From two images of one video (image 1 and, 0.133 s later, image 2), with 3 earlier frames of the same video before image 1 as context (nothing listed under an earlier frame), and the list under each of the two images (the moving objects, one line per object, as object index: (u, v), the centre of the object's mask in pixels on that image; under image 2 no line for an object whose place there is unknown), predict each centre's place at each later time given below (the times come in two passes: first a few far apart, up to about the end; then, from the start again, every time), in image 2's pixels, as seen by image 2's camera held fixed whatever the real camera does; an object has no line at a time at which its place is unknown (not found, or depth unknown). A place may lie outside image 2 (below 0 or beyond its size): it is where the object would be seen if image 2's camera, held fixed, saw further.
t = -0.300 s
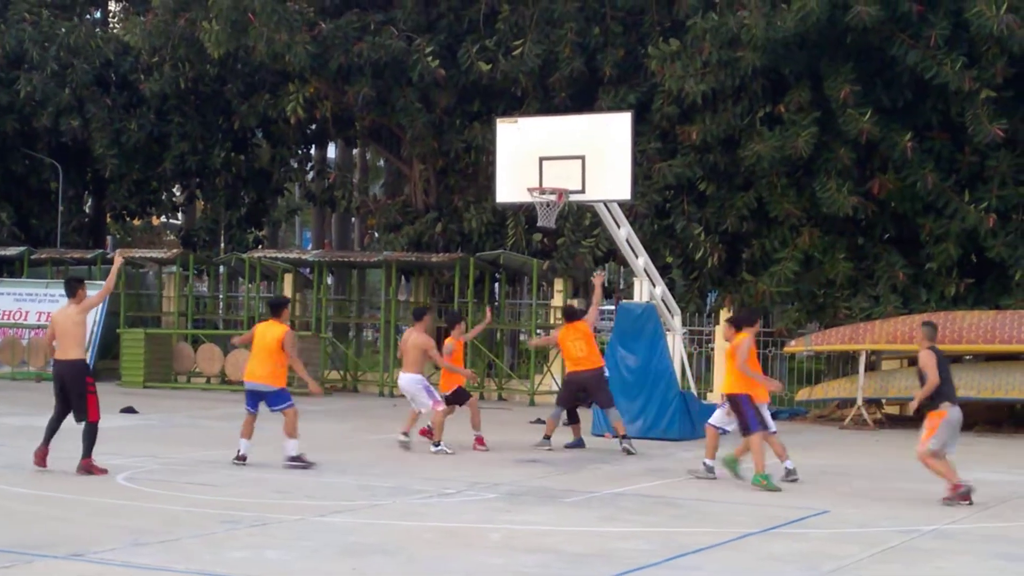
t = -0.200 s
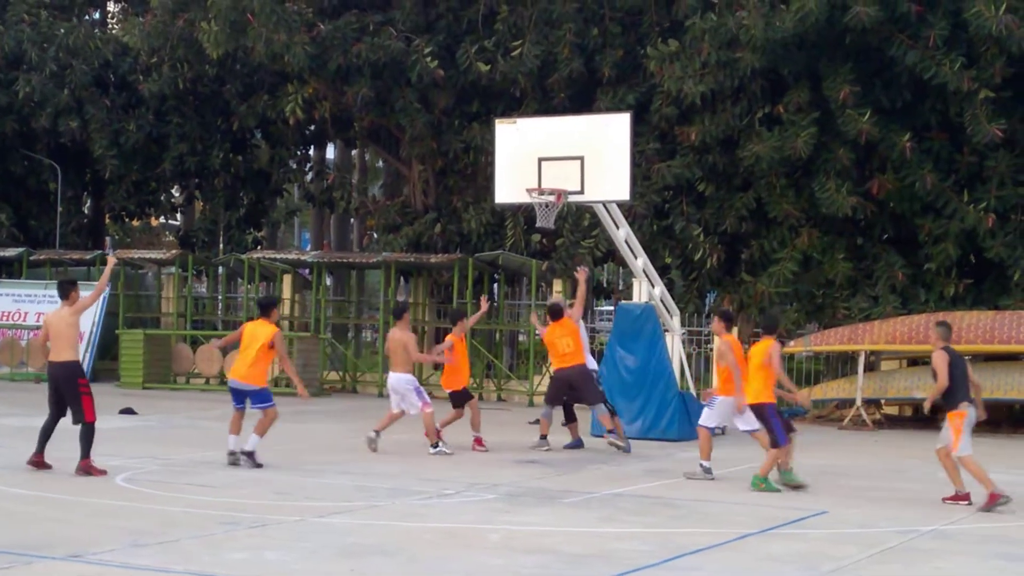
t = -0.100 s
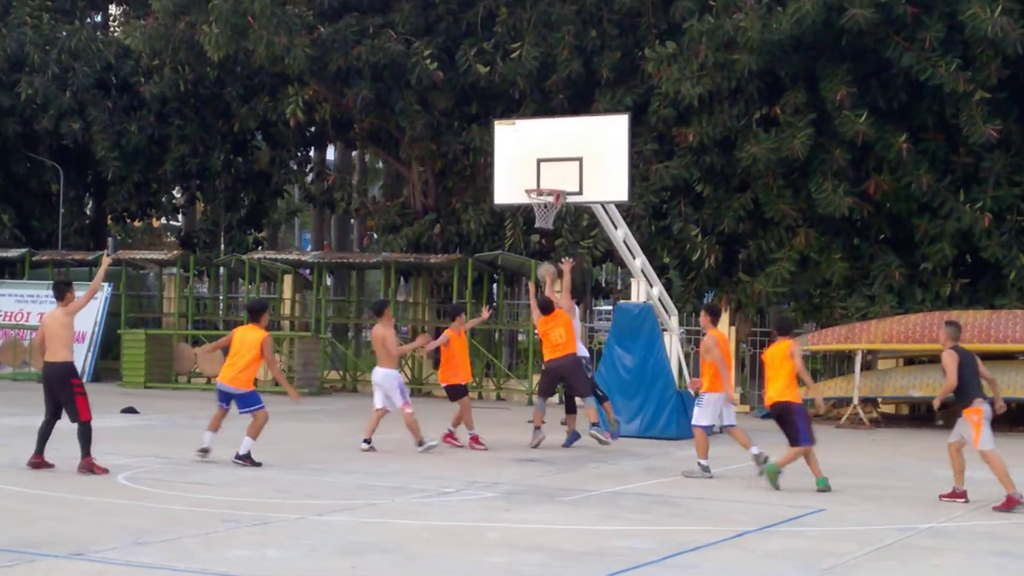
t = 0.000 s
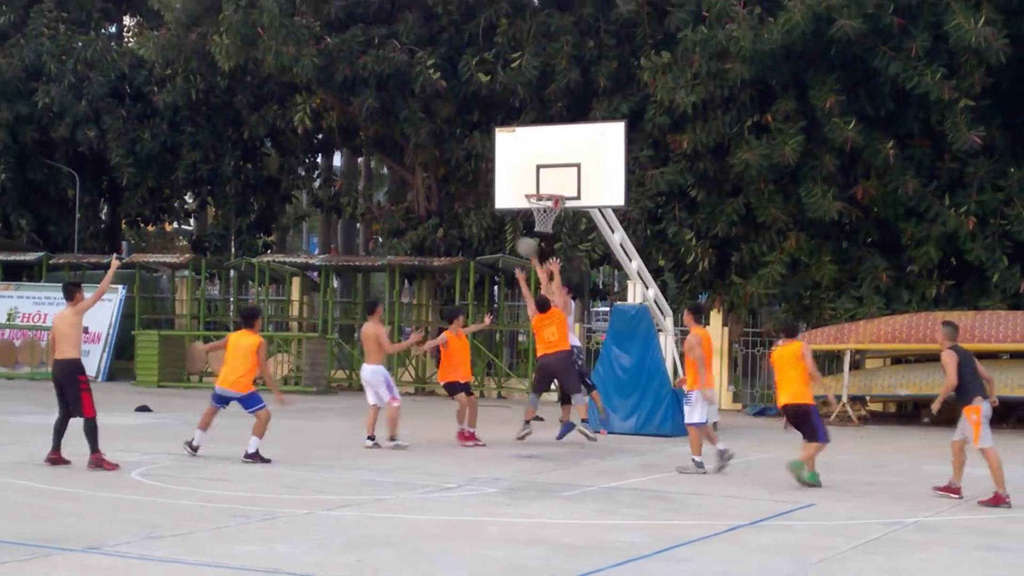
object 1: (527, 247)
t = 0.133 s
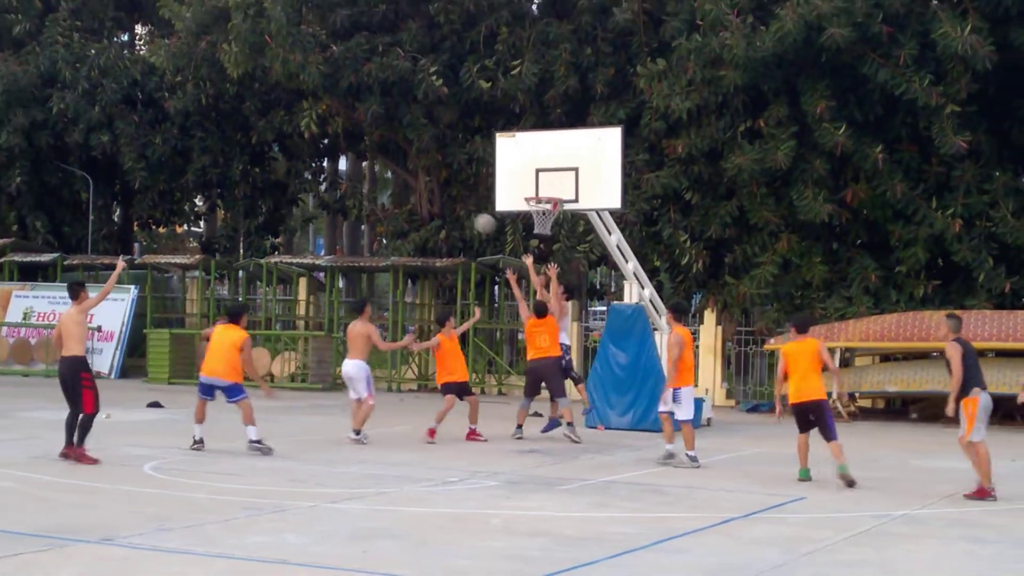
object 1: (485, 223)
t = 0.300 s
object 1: (432, 211)
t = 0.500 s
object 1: (365, 225)
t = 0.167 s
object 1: (474, 220)
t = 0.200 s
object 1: (464, 216)
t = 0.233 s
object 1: (453, 214)
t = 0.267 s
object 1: (443, 212)
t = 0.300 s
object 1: (432, 211)
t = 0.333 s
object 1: (421, 211)
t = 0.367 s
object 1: (410, 213)
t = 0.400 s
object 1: (399, 215)
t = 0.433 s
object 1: (389, 217)
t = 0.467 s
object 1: (377, 221)
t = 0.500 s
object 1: (365, 225)
